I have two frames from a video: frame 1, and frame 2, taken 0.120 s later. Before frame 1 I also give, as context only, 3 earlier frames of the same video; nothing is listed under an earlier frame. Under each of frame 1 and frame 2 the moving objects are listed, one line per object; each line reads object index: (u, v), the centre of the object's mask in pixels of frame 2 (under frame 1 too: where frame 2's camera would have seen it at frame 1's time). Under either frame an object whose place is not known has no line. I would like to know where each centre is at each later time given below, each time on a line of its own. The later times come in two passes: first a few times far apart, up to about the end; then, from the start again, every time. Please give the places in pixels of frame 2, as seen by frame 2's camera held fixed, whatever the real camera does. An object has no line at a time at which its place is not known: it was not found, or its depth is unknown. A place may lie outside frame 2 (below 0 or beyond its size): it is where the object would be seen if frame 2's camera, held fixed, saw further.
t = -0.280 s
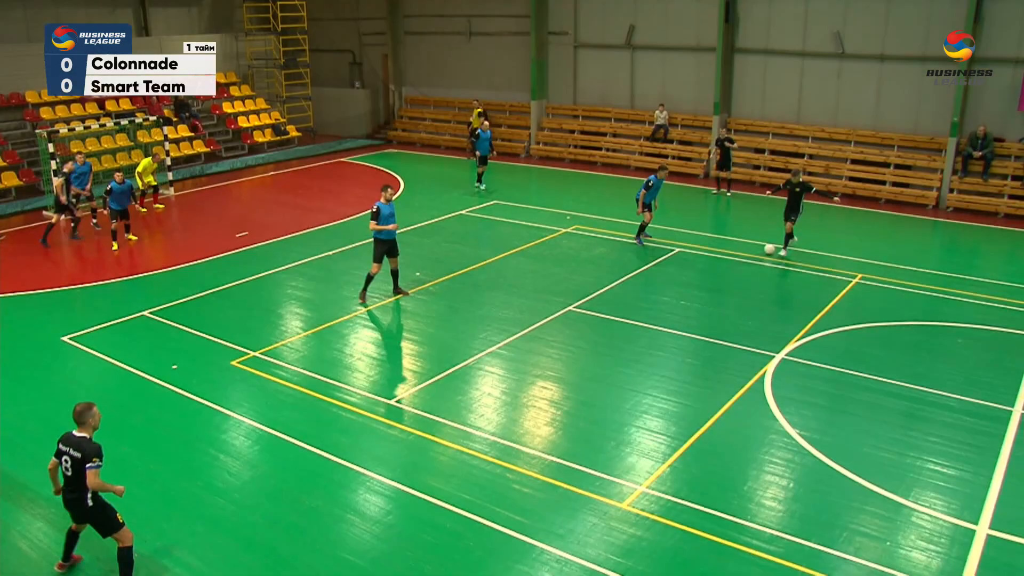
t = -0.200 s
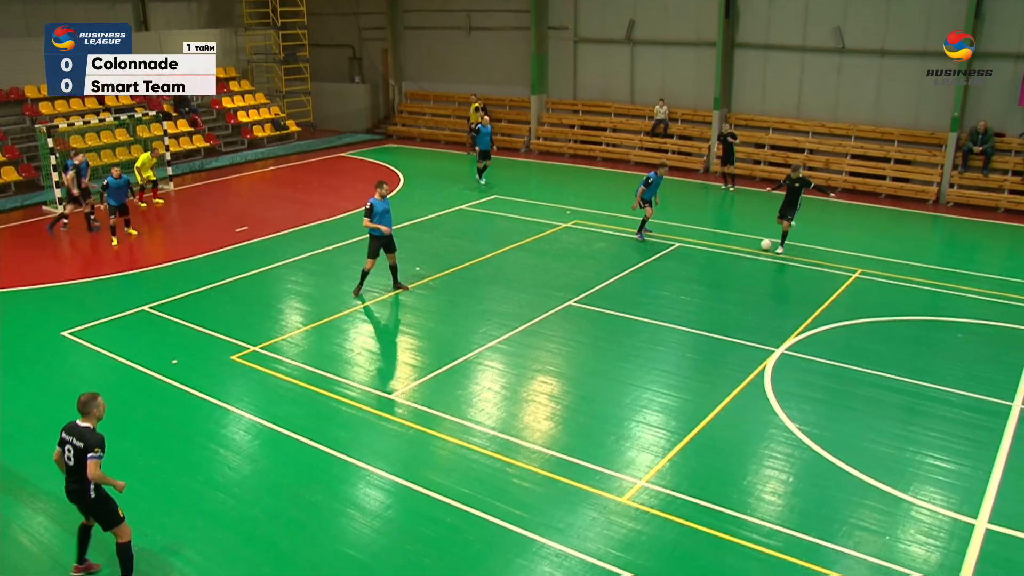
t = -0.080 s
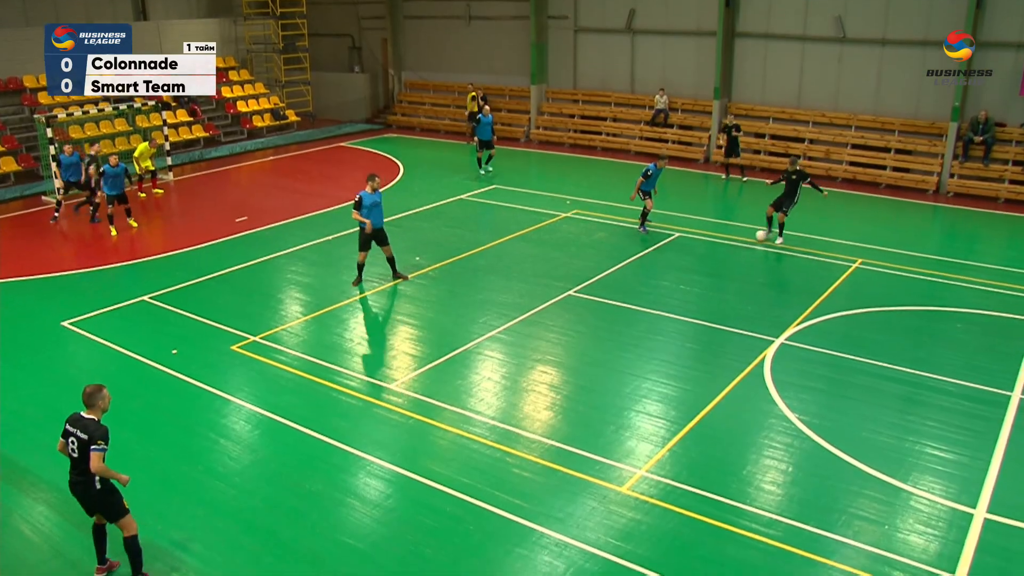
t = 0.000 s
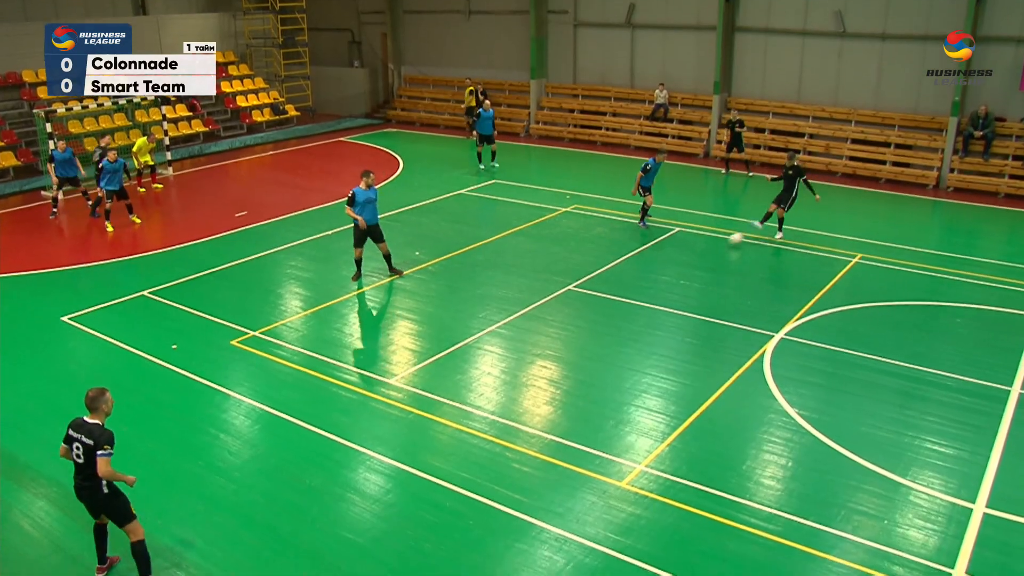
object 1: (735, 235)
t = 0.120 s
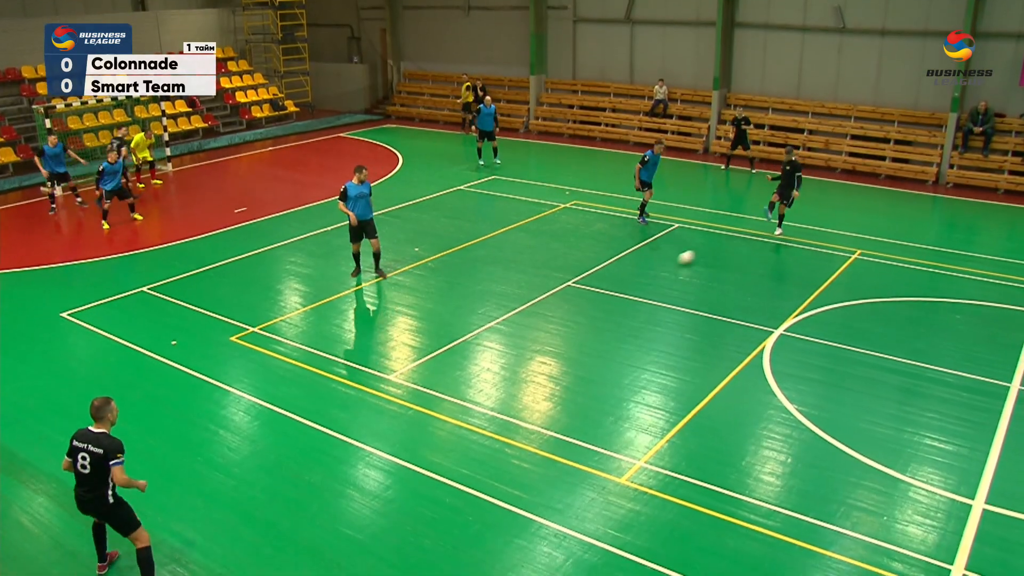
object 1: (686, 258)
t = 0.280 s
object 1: (615, 289)
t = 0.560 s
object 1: (471, 353)
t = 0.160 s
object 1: (669, 265)
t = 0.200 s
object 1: (651, 273)
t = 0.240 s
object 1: (633, 282)
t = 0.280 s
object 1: (615, 289)
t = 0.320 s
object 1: (596, 297)
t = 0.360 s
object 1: (576, 307)
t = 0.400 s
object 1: (556, 316)
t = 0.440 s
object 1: (535, 325)
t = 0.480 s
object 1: (515, 334)
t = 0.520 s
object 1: (493, 343)
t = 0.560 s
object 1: (471, 353)
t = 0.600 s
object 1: (450, 362)
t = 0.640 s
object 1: (427, 373)
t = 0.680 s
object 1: (403, 382)
